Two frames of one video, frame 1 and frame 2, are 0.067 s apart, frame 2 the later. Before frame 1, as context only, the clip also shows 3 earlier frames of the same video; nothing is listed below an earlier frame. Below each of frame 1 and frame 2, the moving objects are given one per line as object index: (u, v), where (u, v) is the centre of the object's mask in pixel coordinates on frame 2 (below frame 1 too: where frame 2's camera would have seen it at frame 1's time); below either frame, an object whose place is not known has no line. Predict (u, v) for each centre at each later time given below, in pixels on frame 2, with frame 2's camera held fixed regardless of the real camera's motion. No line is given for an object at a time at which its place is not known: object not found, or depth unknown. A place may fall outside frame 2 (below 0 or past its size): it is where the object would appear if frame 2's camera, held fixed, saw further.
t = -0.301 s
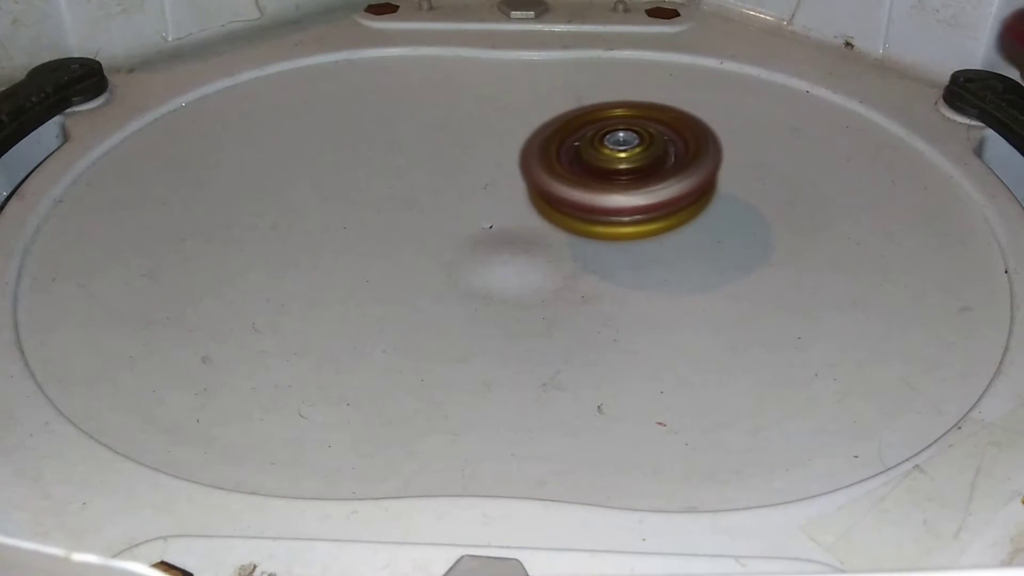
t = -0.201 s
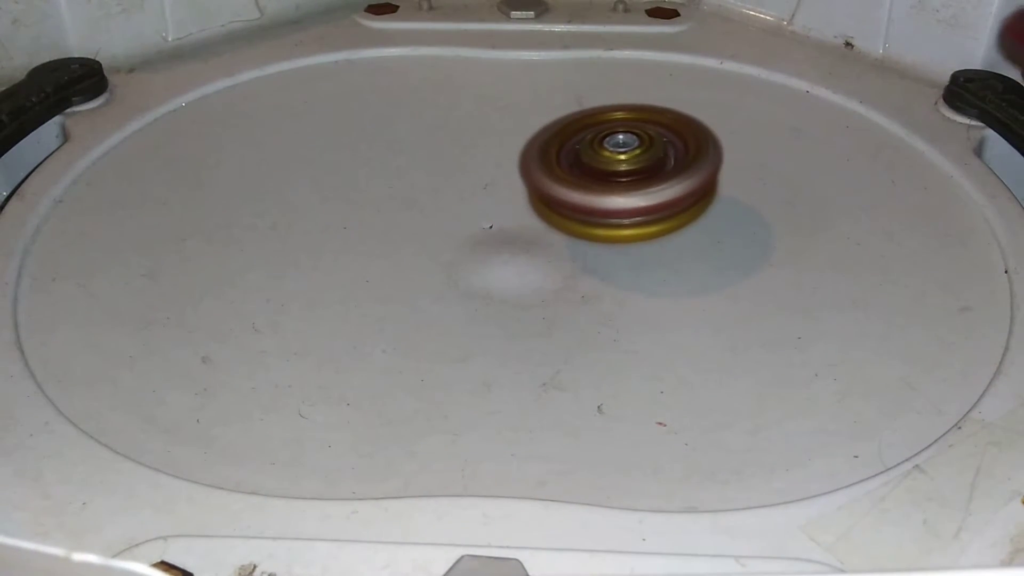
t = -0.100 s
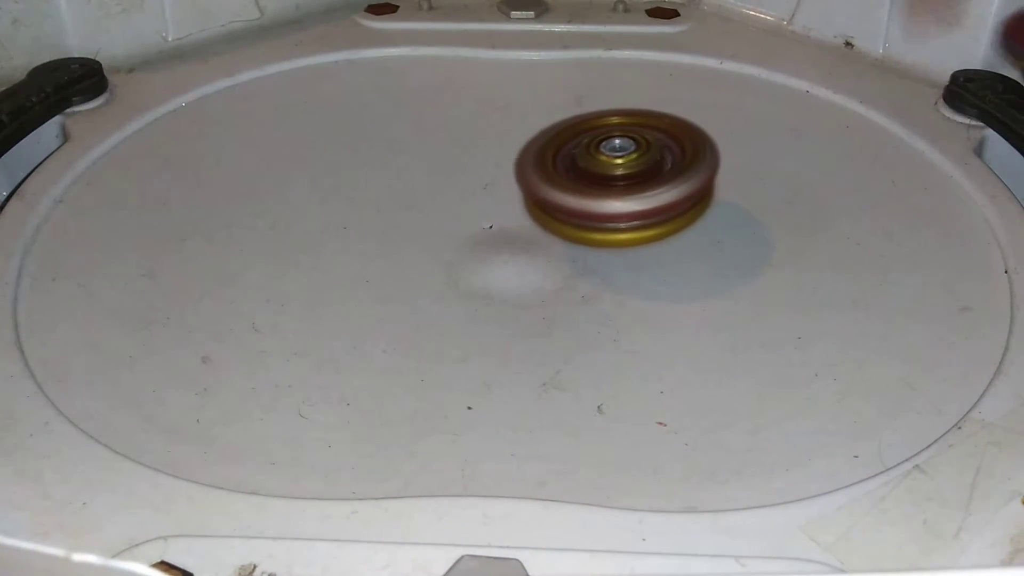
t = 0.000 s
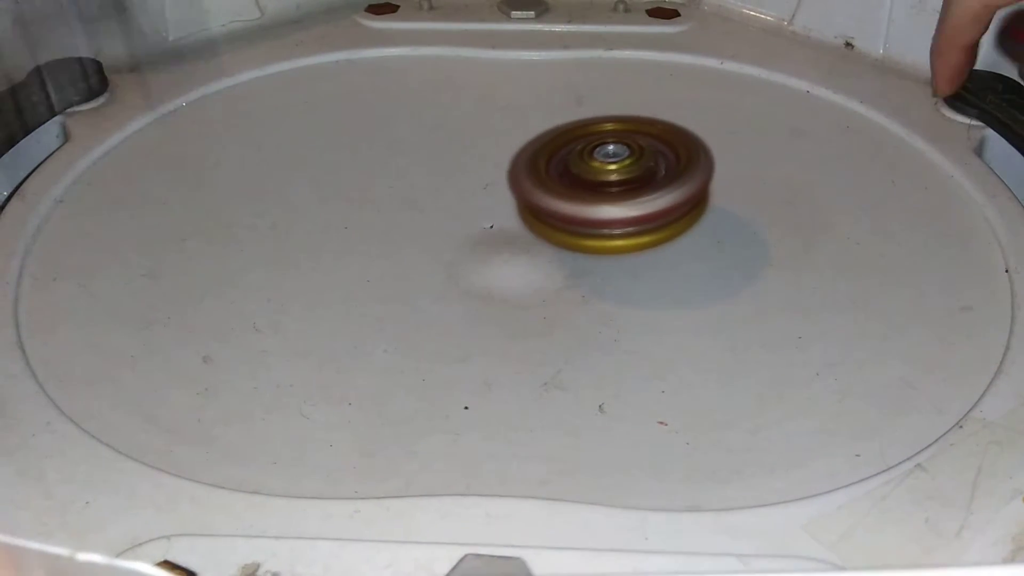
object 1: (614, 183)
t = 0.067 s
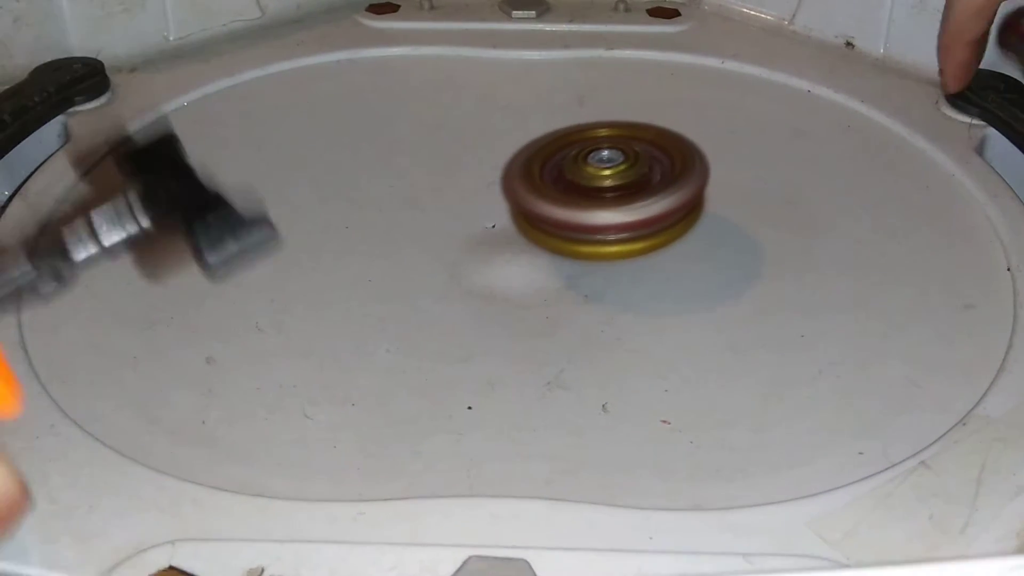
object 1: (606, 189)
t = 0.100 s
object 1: (602, 192)
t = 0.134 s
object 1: (597, 195)
